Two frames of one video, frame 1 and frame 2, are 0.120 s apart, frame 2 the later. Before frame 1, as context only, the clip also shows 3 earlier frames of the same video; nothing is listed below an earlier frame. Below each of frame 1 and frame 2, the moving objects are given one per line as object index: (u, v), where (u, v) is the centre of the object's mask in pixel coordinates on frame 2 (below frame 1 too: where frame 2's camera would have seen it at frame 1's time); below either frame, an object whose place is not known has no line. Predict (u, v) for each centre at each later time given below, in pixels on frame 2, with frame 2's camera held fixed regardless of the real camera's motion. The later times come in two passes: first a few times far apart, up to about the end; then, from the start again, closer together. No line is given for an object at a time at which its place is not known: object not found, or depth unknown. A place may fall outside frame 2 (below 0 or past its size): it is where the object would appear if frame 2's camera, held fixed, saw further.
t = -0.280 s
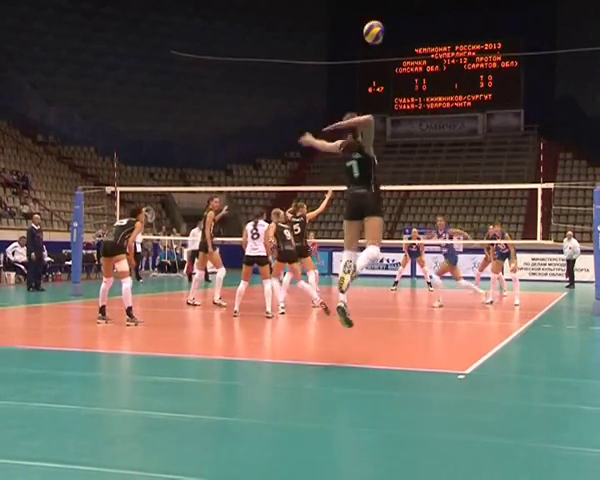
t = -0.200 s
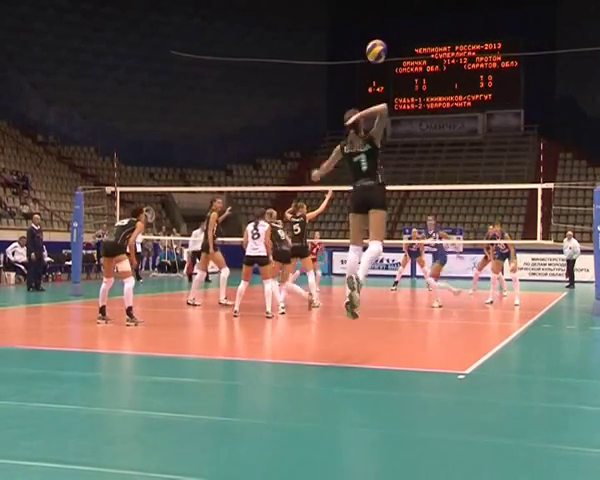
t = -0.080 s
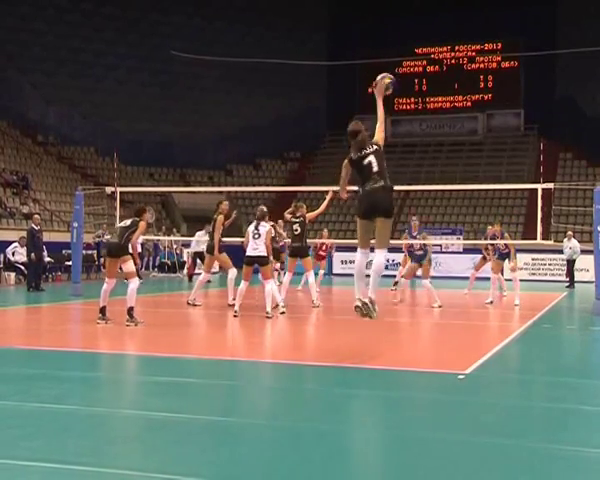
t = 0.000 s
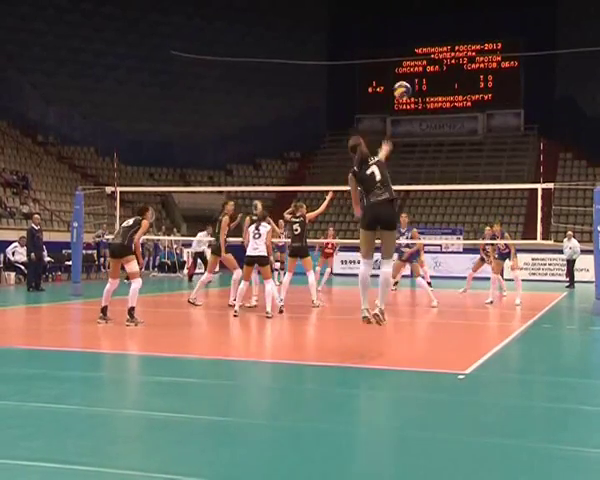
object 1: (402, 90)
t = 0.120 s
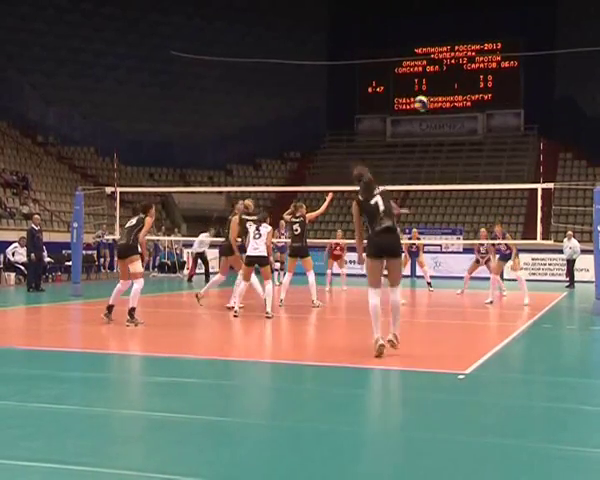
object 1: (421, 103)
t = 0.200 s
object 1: (432, 112)
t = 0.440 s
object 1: (463, 150)
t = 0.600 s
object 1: (481, 182)
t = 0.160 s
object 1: (426, 107)
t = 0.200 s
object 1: (432, 112)
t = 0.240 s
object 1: (438, 118)
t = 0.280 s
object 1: (443, 122)
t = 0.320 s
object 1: (448, 128)
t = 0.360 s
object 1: (454, 135)
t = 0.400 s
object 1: (458, 142)
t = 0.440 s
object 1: (463, 150)
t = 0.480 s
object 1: (468, 158)
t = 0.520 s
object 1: (472, 166)
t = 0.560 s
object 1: (476, 175)
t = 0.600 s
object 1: (481, 182)
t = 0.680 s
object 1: (489, 204)
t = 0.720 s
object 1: (493, 213)
